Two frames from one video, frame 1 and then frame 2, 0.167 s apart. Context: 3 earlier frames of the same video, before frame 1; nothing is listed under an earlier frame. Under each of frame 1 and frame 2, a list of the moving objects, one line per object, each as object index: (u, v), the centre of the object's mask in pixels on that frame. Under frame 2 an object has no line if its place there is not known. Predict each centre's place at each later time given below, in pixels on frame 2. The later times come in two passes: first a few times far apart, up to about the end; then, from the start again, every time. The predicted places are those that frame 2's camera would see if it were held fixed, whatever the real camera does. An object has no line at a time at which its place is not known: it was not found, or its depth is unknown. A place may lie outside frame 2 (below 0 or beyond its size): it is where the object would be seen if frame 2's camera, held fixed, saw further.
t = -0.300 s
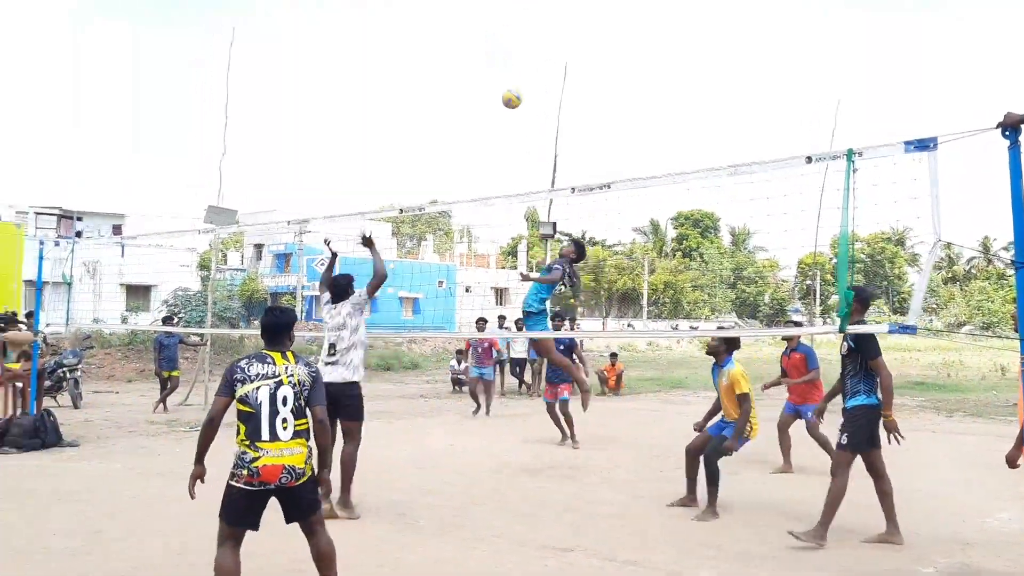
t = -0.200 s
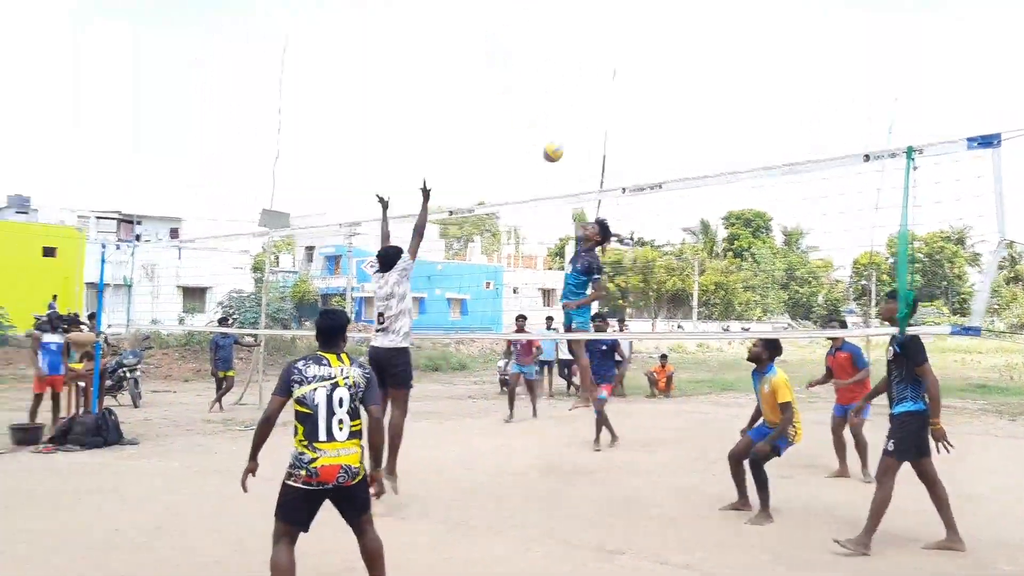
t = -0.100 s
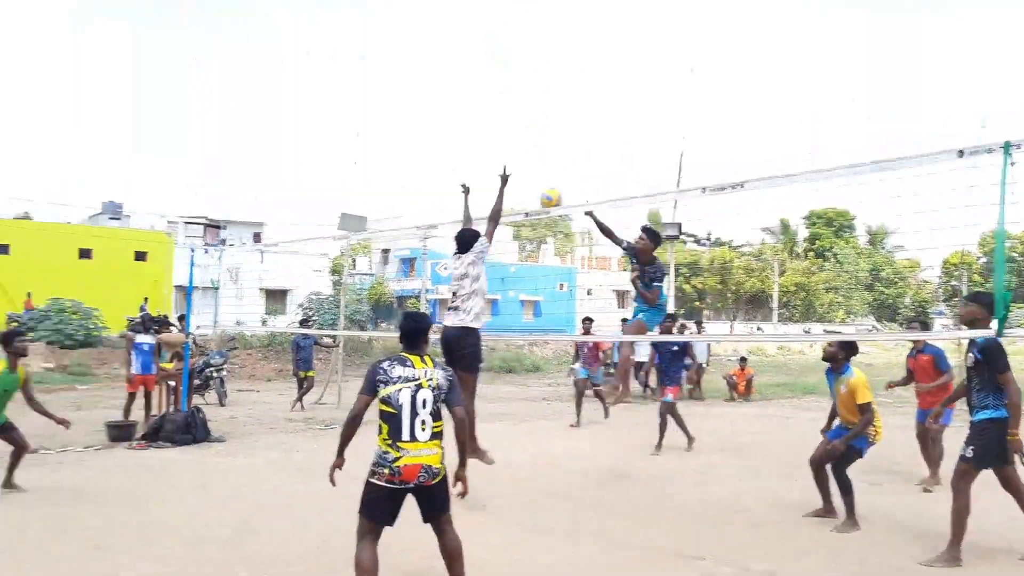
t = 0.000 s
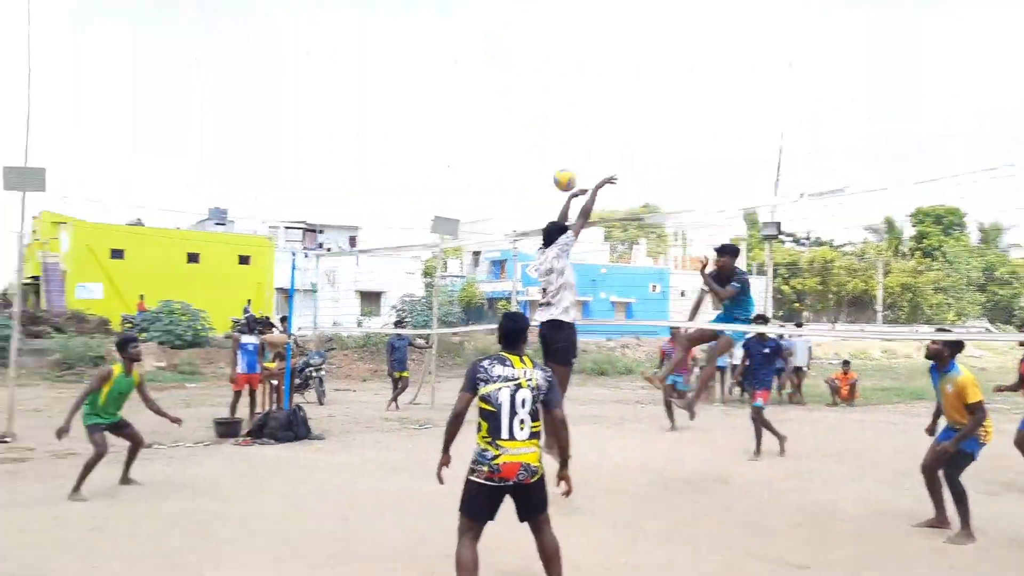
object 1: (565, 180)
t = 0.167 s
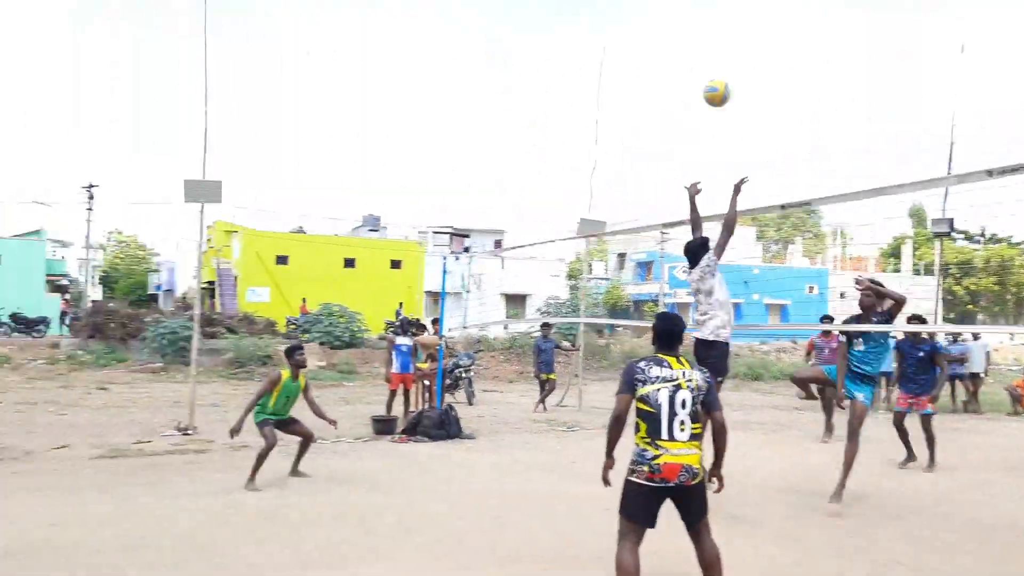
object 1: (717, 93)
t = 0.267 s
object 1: (715, 55)
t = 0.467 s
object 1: (706, 14)
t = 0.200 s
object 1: (716, 79)
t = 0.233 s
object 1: (715, 66)
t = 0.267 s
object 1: (715, 55)
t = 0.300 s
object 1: (714, 44)
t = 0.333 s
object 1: (713, 35)
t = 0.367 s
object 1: (712, 27)
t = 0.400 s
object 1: (710, 21)
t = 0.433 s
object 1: (708, 16)
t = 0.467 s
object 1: (706, 14)
